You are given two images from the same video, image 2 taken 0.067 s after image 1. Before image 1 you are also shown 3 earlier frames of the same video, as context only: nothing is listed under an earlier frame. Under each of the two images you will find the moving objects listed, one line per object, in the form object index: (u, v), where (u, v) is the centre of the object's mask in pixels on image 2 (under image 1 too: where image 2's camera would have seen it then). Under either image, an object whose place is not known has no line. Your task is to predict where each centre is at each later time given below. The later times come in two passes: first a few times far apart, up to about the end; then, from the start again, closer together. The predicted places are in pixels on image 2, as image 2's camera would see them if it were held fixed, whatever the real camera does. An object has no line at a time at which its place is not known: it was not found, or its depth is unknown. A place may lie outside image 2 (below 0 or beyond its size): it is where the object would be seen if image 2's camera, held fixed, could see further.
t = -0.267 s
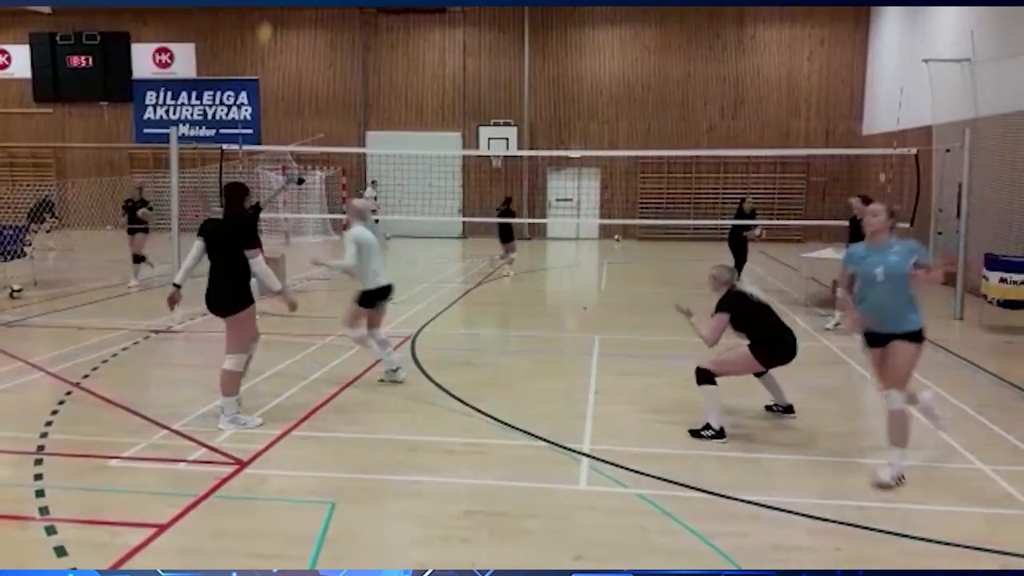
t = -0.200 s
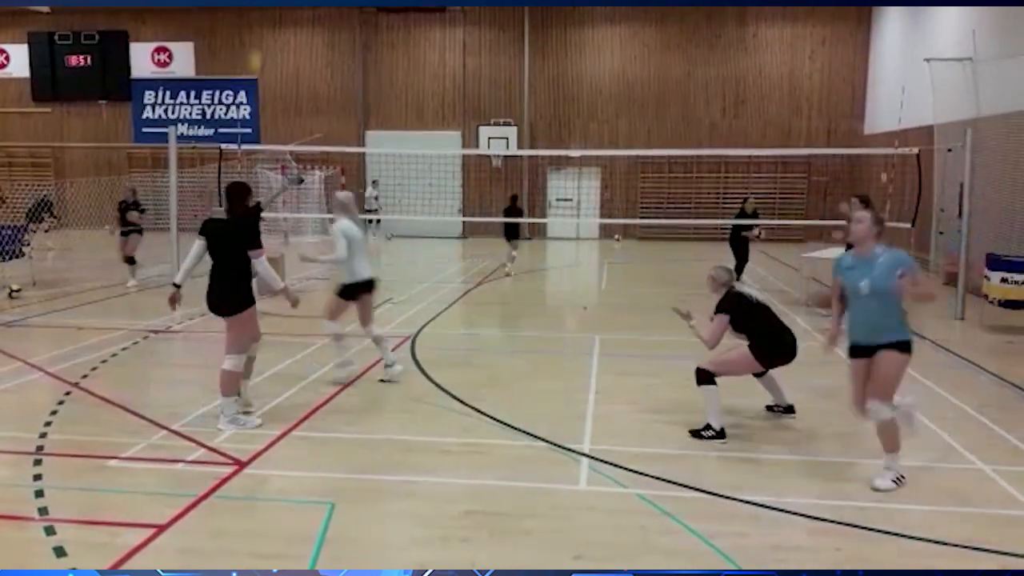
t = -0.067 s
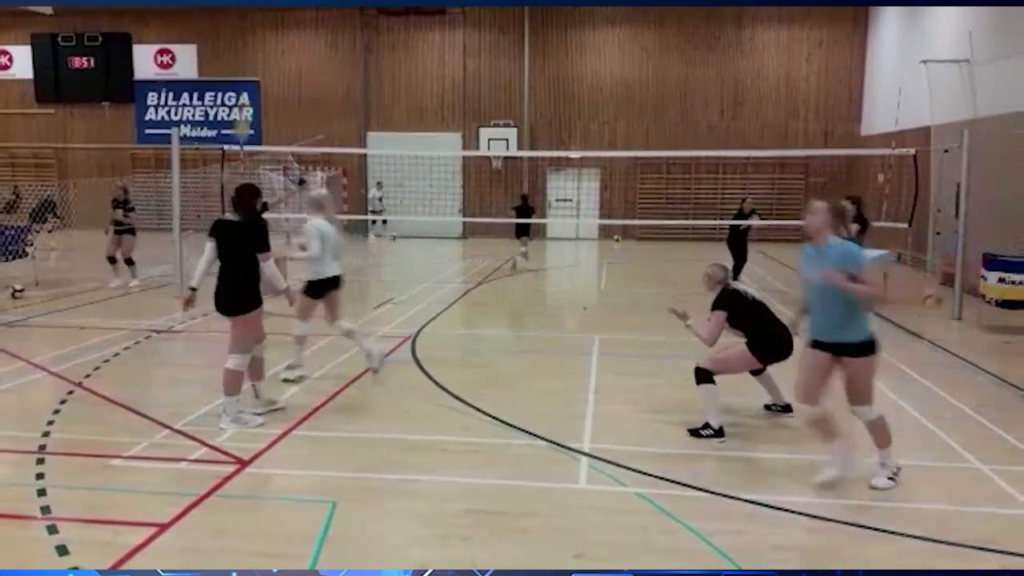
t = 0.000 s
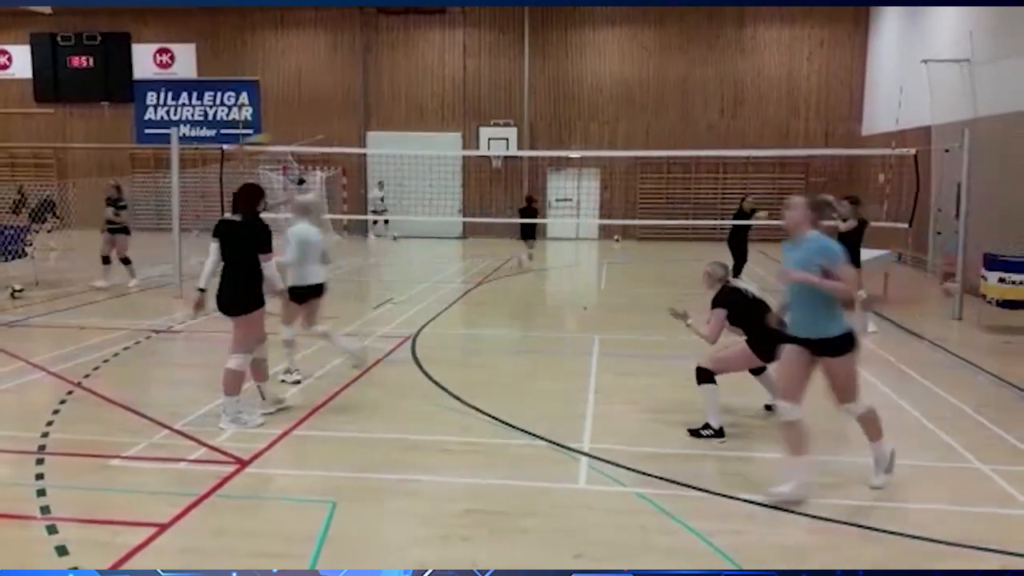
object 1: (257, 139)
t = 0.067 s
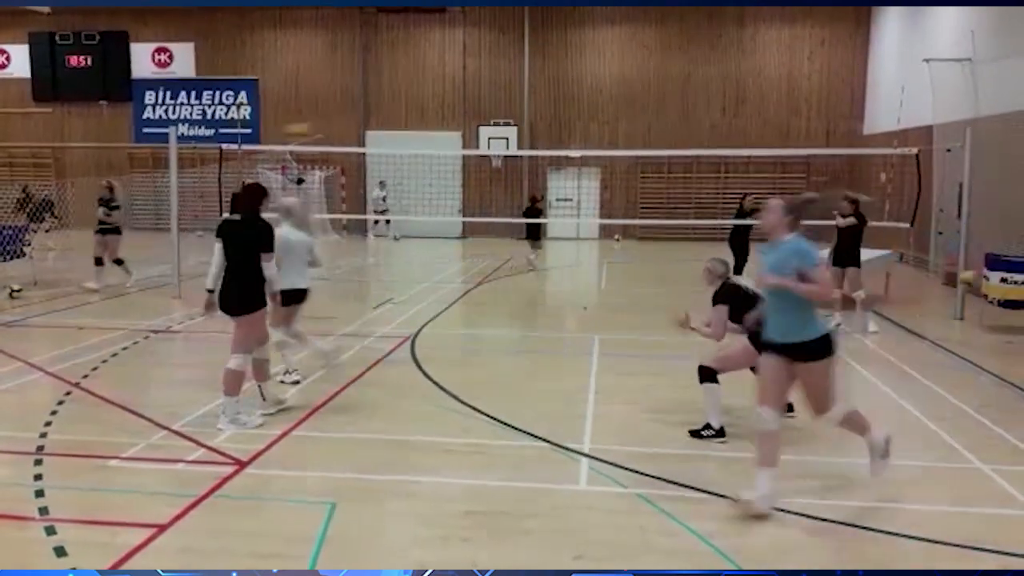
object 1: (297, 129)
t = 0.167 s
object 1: (371, 121)
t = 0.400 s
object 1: (555, 137)
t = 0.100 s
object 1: (320, 127)
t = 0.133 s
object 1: (345, 123)
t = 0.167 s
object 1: (371, 121)
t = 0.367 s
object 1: (531, 132)
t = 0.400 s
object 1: (555, 137)
